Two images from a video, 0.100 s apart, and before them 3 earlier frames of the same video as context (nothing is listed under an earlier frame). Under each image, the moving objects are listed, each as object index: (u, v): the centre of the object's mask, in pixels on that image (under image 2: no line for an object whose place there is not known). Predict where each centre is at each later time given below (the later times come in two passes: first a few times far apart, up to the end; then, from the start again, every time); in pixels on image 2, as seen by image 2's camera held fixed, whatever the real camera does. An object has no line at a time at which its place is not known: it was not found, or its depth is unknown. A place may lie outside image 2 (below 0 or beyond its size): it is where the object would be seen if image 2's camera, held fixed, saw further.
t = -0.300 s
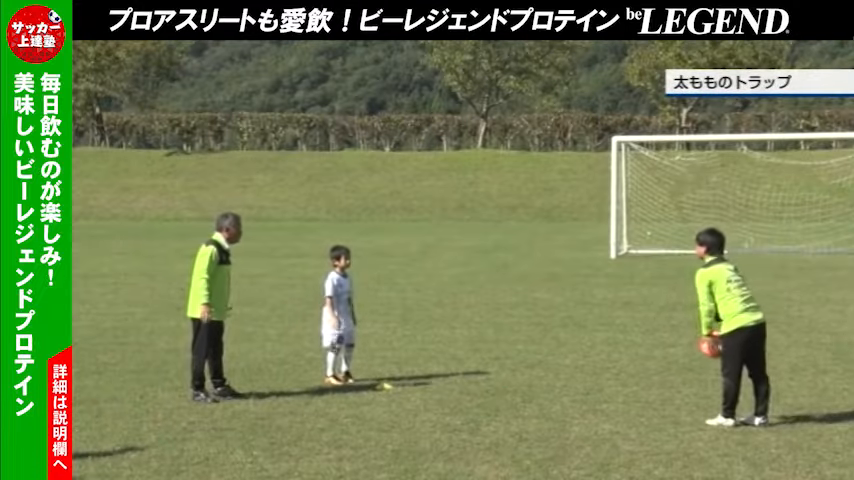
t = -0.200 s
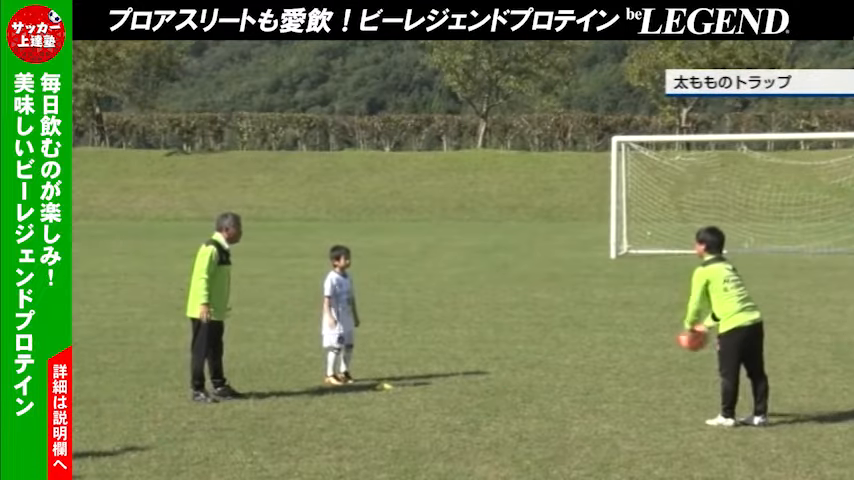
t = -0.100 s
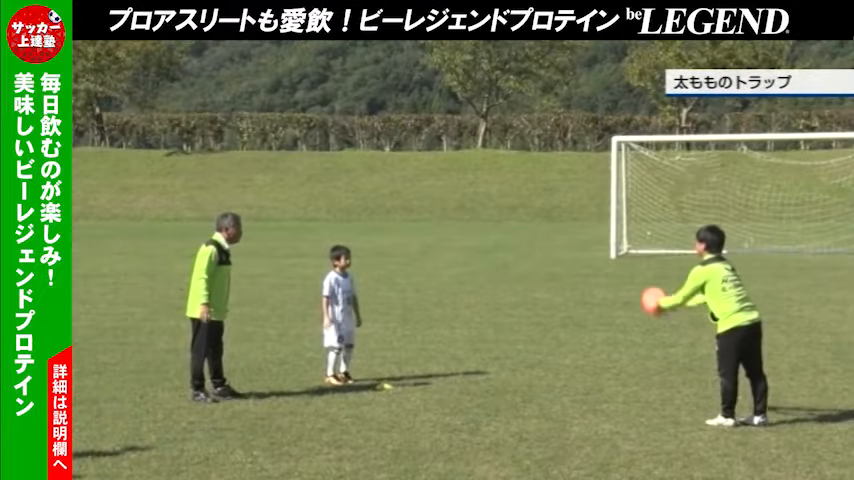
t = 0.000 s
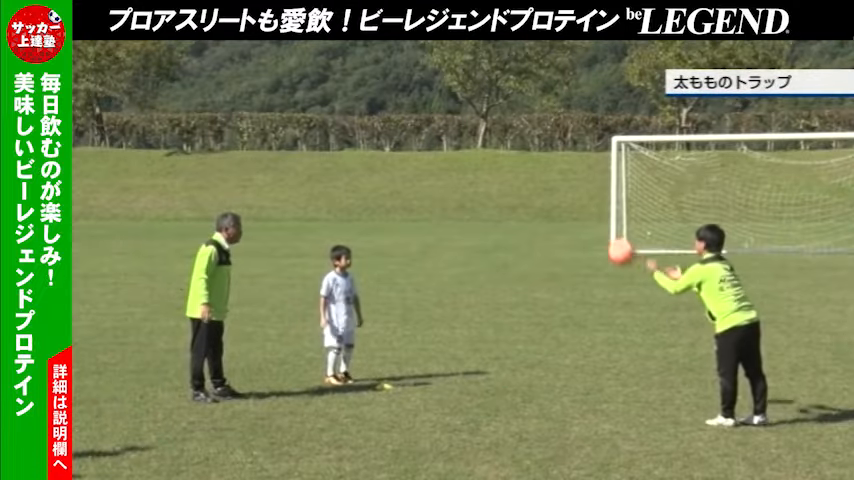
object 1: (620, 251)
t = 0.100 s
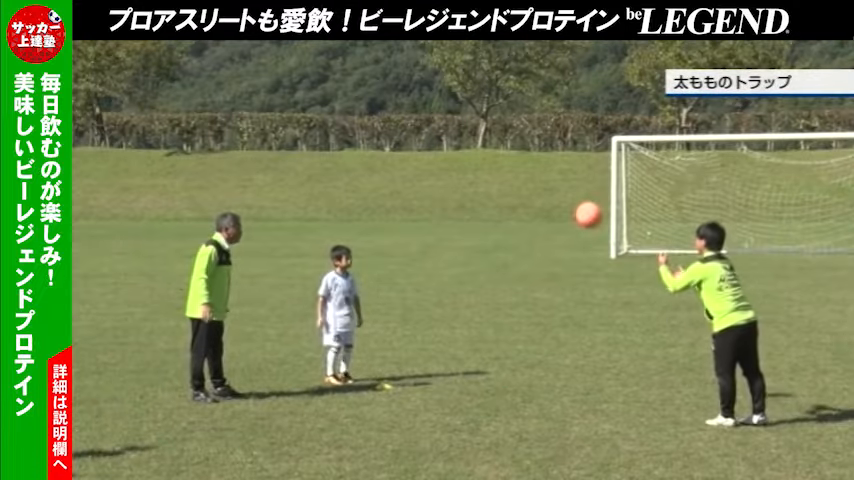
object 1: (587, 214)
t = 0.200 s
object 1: (556, 190)
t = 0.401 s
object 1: (495, 177)
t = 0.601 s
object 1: (437, 209)
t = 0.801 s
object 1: (382, 284)
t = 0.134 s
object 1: (577, 205)
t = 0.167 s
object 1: (566, 197)
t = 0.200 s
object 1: (556, 190)
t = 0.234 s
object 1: (546, 184)
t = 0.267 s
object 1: (535, 181)
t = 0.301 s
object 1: (526, 178)
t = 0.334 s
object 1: (515, 176)
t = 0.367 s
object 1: (505, 176)
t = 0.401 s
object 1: (495, 177)
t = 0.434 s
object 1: (485, 179)
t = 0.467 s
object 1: (476, 183)
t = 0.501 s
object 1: (466, 188)
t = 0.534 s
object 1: (457, 193)
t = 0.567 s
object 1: (447, 201)
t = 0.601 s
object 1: (437, 209)
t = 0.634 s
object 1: (428, 219)
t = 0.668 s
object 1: (419, 229)
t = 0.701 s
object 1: (410, 241)
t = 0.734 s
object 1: (400, 254)
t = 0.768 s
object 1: (391, 269)
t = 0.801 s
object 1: (382, 284)
